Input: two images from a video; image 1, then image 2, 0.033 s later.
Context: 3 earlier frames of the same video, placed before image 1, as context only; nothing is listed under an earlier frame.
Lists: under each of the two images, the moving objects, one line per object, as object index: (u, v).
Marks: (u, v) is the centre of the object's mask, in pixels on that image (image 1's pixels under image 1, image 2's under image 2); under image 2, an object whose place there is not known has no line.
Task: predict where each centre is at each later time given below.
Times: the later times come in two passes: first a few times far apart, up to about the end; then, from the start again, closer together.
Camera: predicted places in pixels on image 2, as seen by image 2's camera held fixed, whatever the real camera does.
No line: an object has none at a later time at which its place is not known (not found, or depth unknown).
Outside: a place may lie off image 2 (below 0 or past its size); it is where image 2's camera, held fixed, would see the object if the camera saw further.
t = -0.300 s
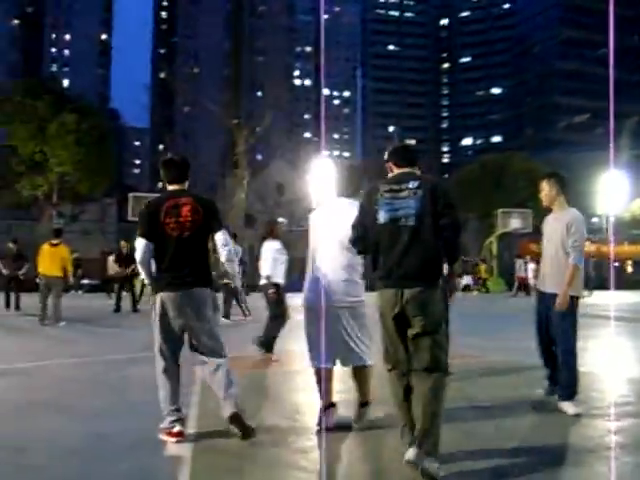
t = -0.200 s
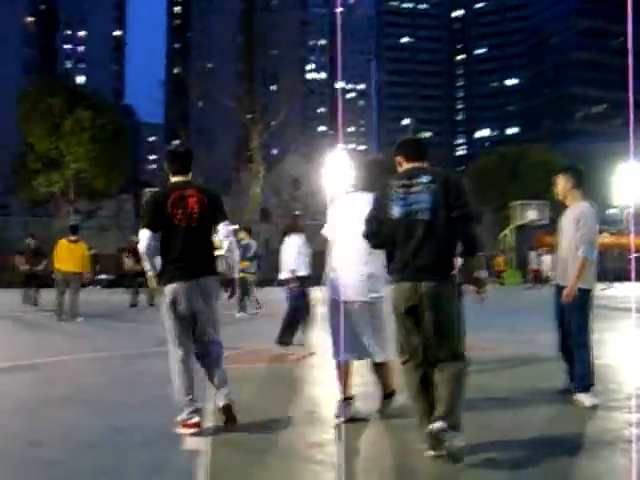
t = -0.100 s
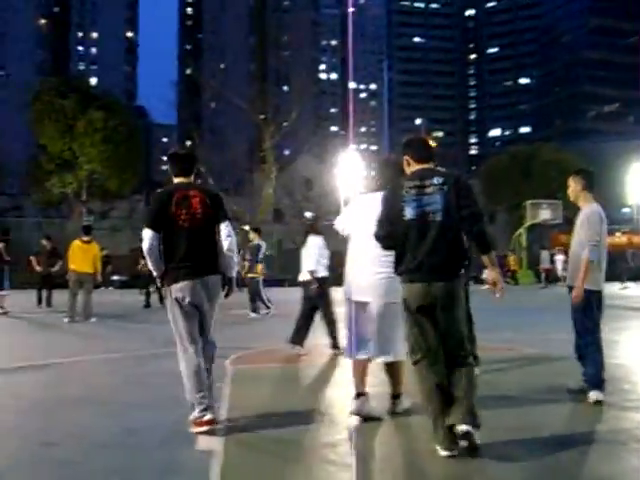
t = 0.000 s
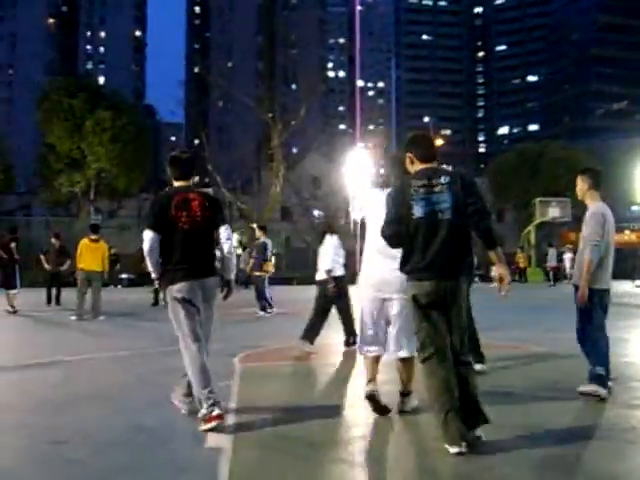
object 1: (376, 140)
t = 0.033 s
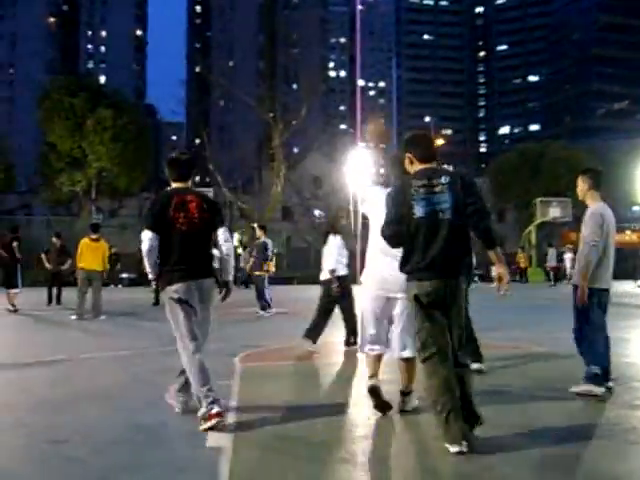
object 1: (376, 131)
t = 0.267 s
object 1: (355, 85)
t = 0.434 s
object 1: (345, 87)
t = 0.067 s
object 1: (375, 120)
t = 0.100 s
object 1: (372, 109)
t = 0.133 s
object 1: (370, 105)
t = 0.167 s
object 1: (368, 101)
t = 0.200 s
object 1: (362, 93)
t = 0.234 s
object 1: (357, 88)
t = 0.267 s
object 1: (355, 85)
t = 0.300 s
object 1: (354, 84)
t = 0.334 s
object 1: (351, 84)
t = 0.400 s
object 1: (346, 86)
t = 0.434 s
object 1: (345, 87)
